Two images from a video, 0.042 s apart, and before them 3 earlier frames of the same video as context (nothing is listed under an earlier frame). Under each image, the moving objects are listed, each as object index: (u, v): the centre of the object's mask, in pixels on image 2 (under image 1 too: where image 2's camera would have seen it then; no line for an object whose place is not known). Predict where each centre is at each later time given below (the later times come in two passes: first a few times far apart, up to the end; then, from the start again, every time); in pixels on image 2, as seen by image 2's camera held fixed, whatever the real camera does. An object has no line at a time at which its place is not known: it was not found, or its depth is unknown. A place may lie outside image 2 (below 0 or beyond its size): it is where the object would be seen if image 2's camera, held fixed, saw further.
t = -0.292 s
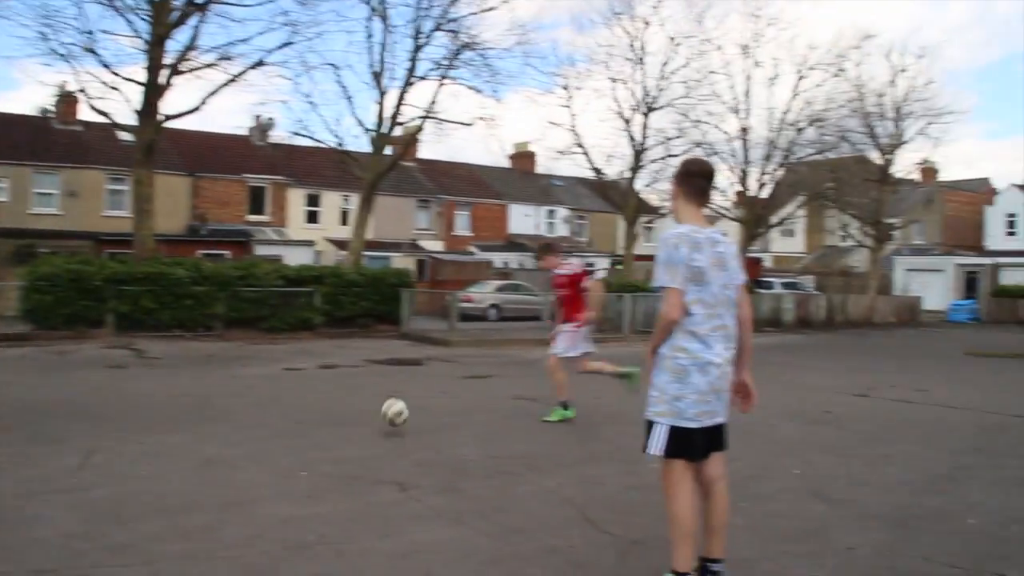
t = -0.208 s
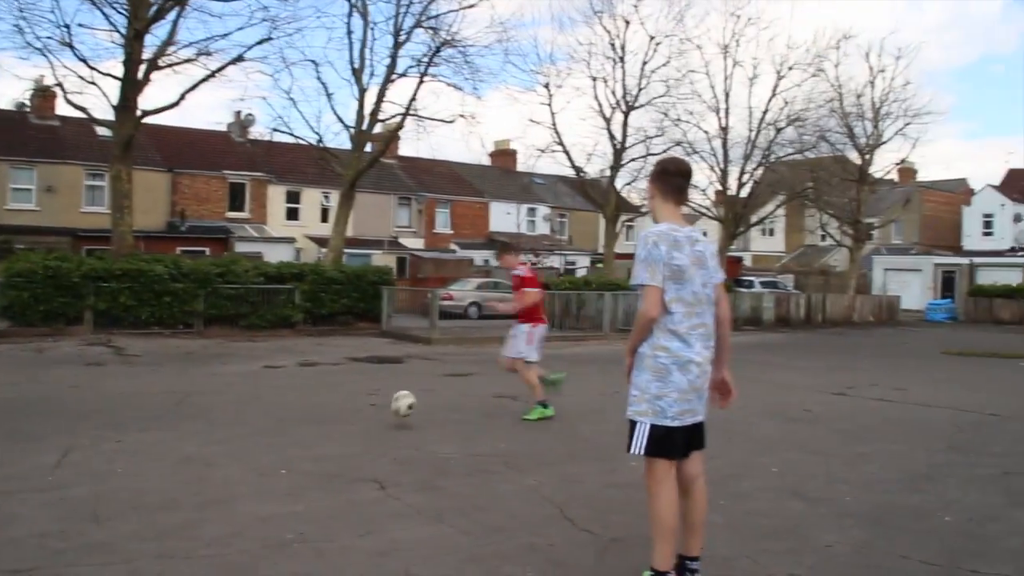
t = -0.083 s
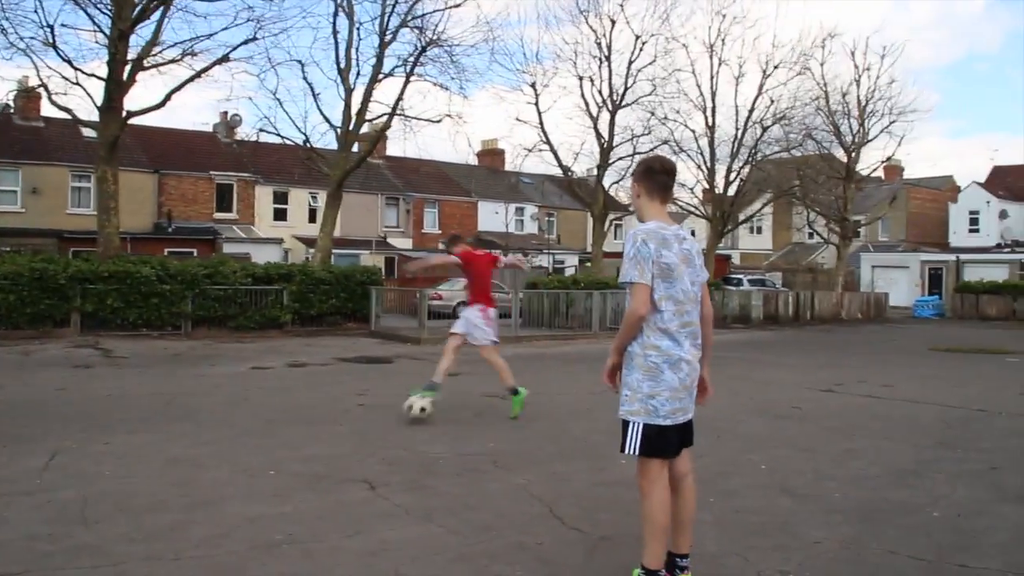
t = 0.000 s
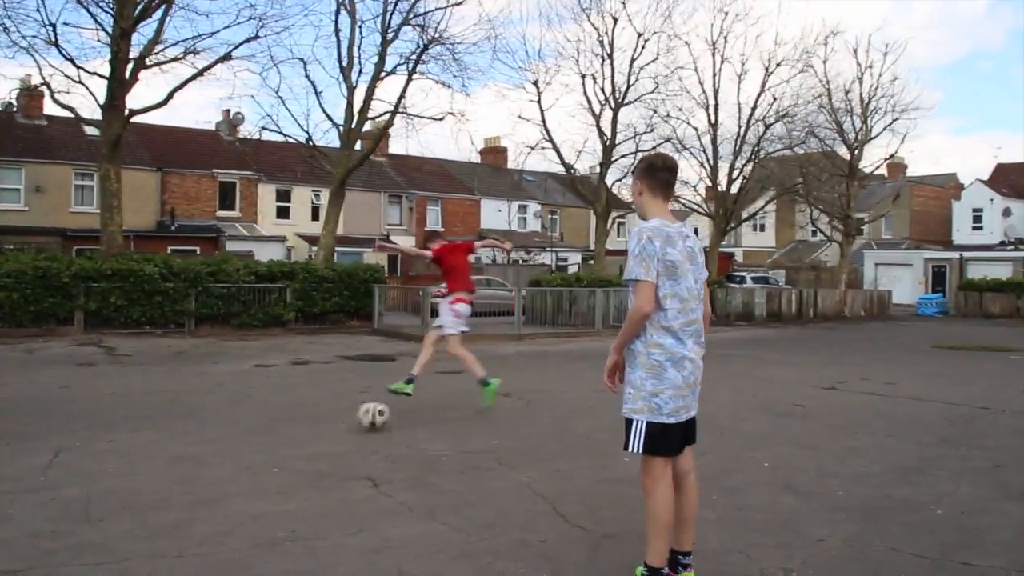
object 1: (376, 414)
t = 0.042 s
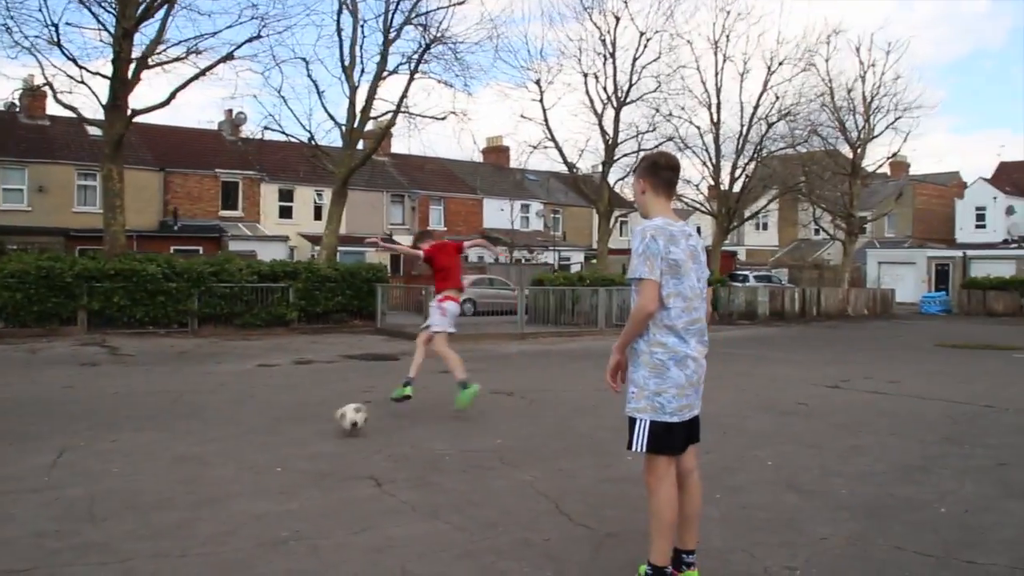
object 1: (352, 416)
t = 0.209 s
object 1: (243, 443)
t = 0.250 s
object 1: (213, 448)
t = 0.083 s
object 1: (325, 423)
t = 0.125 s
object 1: (298, 432)
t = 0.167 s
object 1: (269, 438)
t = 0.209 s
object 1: (243, 443)
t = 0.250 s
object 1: (213, 448)
